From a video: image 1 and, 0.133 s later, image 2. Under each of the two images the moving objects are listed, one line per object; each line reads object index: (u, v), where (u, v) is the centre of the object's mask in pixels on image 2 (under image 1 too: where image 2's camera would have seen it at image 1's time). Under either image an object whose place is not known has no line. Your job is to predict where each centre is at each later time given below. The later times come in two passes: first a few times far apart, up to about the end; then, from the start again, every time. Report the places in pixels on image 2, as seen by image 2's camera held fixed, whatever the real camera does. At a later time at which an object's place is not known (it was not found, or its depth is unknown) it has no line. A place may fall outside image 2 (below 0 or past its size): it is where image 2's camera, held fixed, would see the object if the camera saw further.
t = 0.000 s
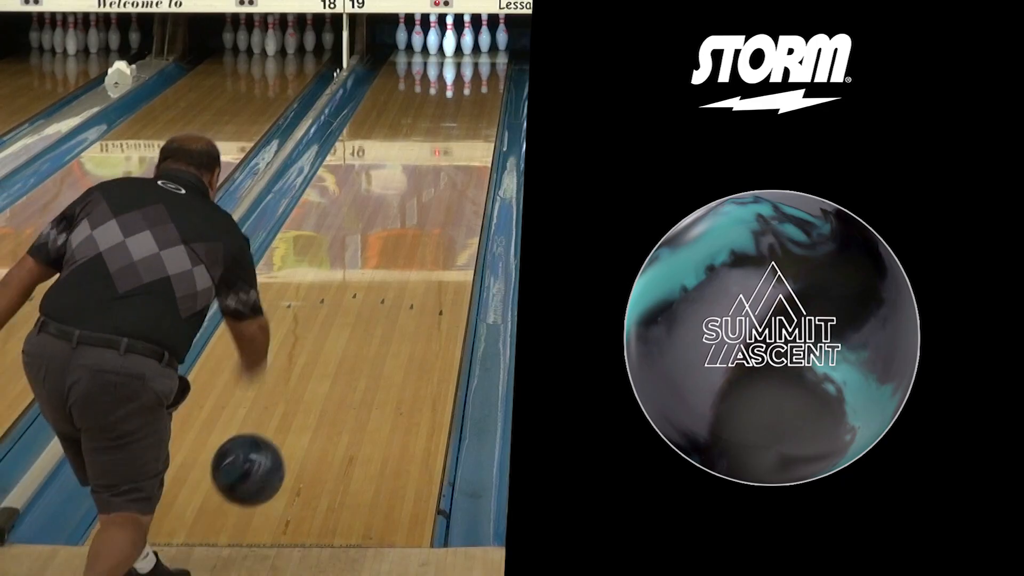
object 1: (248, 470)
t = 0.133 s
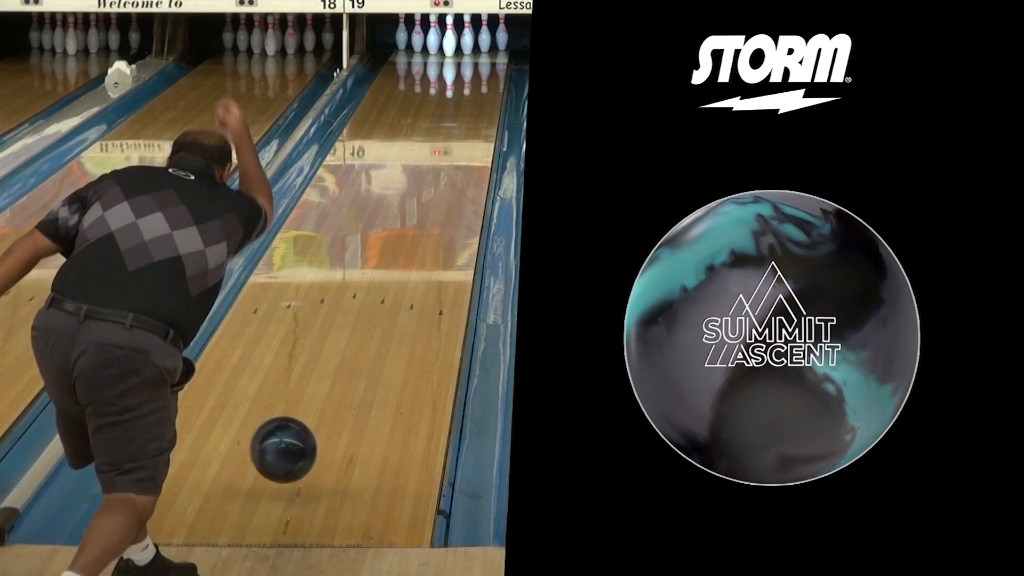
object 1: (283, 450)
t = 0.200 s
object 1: (299, 439)
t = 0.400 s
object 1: (336, 365)
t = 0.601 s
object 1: (364, 306)
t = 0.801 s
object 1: (387, 258)
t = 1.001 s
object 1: (404, 220)
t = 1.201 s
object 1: (419, 188)
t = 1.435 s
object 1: (433, 156)
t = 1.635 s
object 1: (443, 132)
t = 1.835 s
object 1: (451, 112)
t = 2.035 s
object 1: (457, 95)
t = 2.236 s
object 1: (460, 79)
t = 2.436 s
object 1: (462, 65)
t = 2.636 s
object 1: (459, 54)
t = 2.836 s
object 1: (459, 44)
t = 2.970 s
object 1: (460, 41)
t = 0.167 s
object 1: (291, 453)
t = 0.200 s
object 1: (299, 439)
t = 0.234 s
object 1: (306, 423)
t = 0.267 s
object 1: (312, 412)
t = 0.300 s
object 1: (319, 401)
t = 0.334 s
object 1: (325, 389)
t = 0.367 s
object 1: (330, 377)
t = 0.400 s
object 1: (336, 365)
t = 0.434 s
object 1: (341, 354)
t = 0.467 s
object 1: (346, 343)
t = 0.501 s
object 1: (351, 333)
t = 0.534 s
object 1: (356, 324)
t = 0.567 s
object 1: (360, 314)
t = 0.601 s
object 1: (364, 306)
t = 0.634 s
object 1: (369, 297)
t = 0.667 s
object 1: (372, 289)
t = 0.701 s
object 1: (376, 281)
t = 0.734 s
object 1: (380, 273)
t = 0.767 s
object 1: (383, 266)
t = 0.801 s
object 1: (387, 258)
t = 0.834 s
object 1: (390, 251)
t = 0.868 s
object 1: (393, 244)
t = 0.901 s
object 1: (396, 238)
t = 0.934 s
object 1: (399, 232)
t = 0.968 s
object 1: (402, 226)
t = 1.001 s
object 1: (404, 220)
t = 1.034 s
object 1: (407, 214)
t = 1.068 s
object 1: (410, 208)
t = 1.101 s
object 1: (412, 203)
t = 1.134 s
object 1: (415, 198)
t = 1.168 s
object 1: (417, 193)
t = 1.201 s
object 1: (419, 188)
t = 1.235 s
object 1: (421, 183)
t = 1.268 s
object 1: (423, 178)
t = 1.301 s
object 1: (425, 173)
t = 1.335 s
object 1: (428, 169)
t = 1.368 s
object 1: (429, 164)
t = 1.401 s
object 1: (431, 160)
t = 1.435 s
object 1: (433, 156)
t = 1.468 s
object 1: (435, 152)
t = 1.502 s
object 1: (437, 148)
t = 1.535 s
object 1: (438, 144)
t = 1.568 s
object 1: (440, 140)
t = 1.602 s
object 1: (441, 136)
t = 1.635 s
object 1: (443, 132)
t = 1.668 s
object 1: (444, 129)
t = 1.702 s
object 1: (446, 125)
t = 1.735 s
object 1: (447, 122)
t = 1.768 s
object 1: (448, 118)
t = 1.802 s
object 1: (449, 116)
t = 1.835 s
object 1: (451, 112)
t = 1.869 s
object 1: (452, 109)
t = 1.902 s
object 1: (453, 106)
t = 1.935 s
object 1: (454, 103)
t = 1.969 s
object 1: (455, 100)
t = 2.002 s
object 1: (456, 97)
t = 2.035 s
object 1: (457, 95)
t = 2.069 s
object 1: (458, 91)
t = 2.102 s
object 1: (458, 89)
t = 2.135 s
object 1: (459, 86)
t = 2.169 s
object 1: (459, 84)
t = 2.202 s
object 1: (460, 82)
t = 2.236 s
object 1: (460, 79)
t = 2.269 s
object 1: (461, 76)
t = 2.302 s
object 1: (461, 74)
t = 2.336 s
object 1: (461, 72)
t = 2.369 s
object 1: (461, 69)
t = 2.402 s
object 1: (461, 68)
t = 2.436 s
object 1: (462, 65)
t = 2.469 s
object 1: (461, 63)
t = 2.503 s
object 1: (461, 61)
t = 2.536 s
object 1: (461, 59)
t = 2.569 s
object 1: (460, 57)
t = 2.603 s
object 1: (460, 55)
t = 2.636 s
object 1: (459, 54)
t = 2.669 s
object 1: (459, 52)
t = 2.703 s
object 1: (458, 49)
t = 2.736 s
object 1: (457, 48)
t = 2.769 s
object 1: (456, 47)
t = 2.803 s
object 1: (458, 45)
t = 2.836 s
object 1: (459, 44)
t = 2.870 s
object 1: (458, 43)
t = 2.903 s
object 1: (459, 42)
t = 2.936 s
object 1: (460, 42)
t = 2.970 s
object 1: (460, 41)
